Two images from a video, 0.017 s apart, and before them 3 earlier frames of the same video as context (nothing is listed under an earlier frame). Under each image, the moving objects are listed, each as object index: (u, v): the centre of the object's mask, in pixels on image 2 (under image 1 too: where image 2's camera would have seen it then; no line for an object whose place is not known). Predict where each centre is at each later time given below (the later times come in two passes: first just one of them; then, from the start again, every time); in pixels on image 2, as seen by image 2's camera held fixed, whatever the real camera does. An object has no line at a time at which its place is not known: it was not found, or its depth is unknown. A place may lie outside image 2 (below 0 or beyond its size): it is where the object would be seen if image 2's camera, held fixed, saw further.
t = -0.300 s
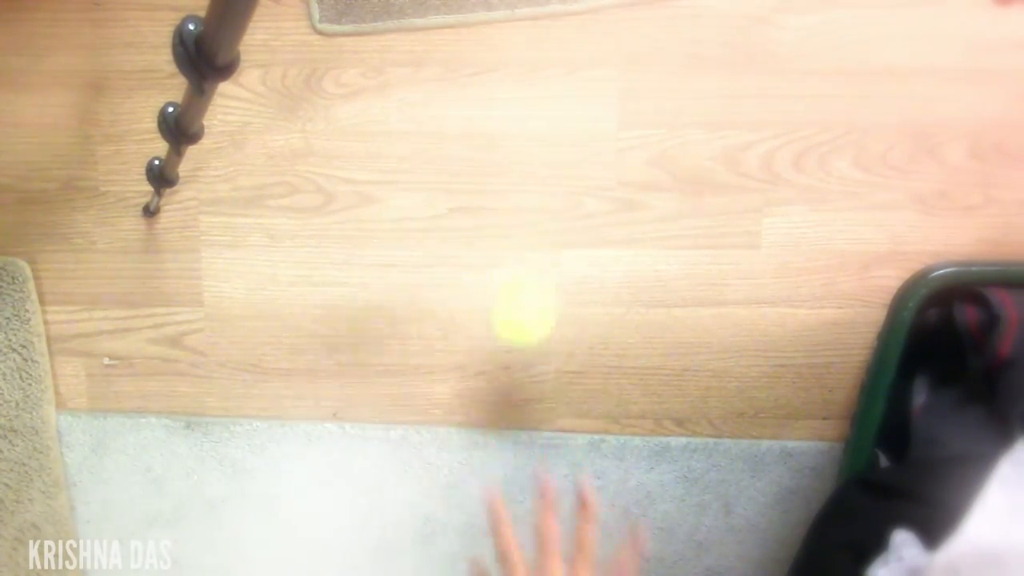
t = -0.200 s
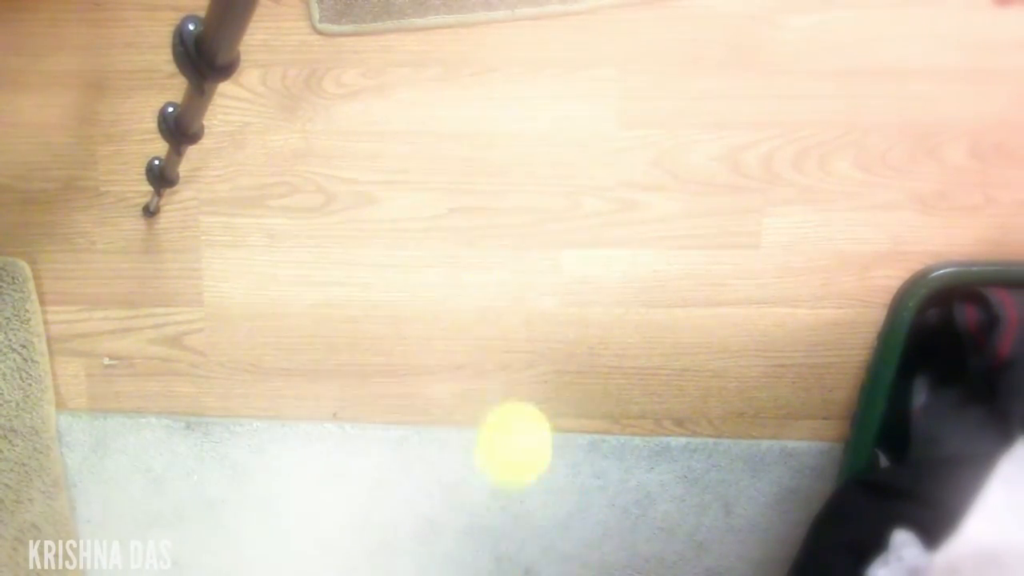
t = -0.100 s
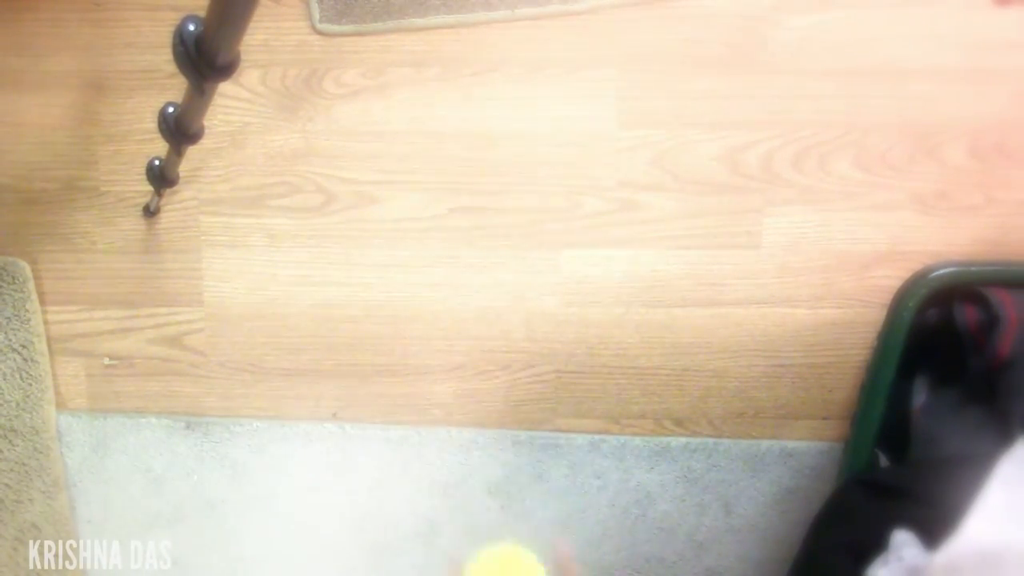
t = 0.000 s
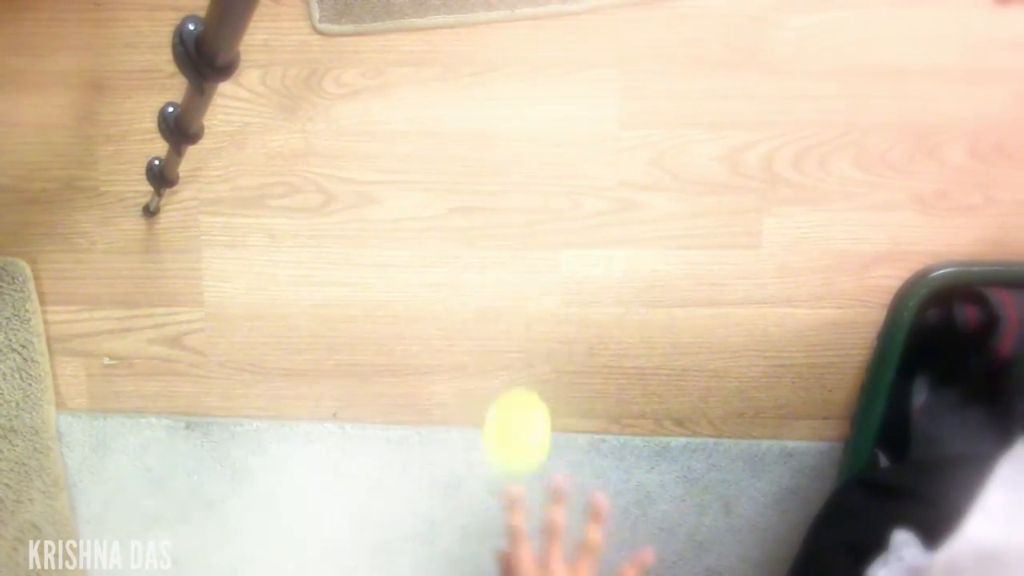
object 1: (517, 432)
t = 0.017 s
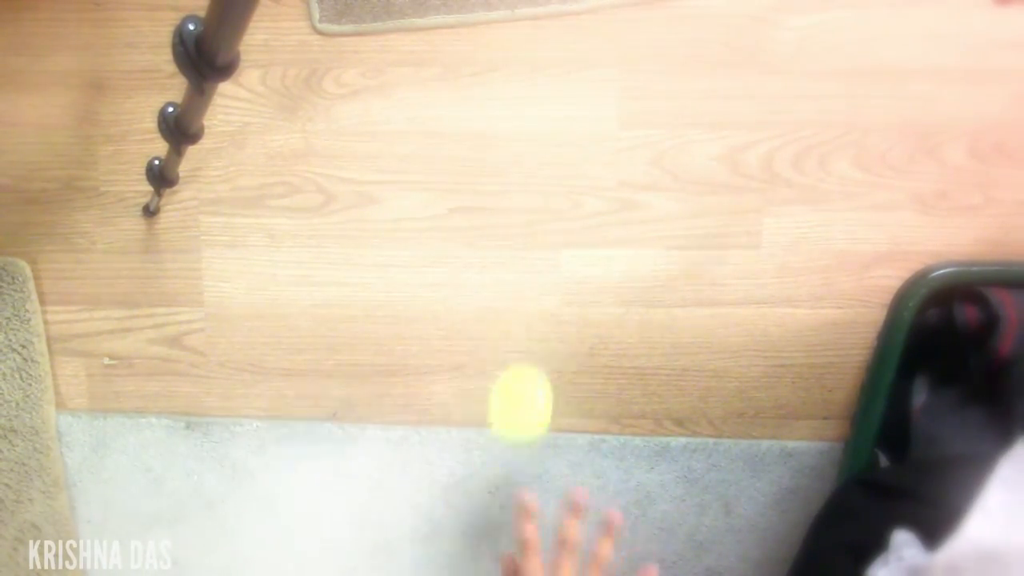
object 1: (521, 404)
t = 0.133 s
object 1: (516, 435)
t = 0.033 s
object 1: (523, 380)
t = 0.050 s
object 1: (524, 368)
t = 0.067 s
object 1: (522, 381)
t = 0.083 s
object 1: (521, 394)
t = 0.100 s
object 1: (520, 407)
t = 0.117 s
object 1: (518, 421)
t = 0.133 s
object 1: (516, 435)
